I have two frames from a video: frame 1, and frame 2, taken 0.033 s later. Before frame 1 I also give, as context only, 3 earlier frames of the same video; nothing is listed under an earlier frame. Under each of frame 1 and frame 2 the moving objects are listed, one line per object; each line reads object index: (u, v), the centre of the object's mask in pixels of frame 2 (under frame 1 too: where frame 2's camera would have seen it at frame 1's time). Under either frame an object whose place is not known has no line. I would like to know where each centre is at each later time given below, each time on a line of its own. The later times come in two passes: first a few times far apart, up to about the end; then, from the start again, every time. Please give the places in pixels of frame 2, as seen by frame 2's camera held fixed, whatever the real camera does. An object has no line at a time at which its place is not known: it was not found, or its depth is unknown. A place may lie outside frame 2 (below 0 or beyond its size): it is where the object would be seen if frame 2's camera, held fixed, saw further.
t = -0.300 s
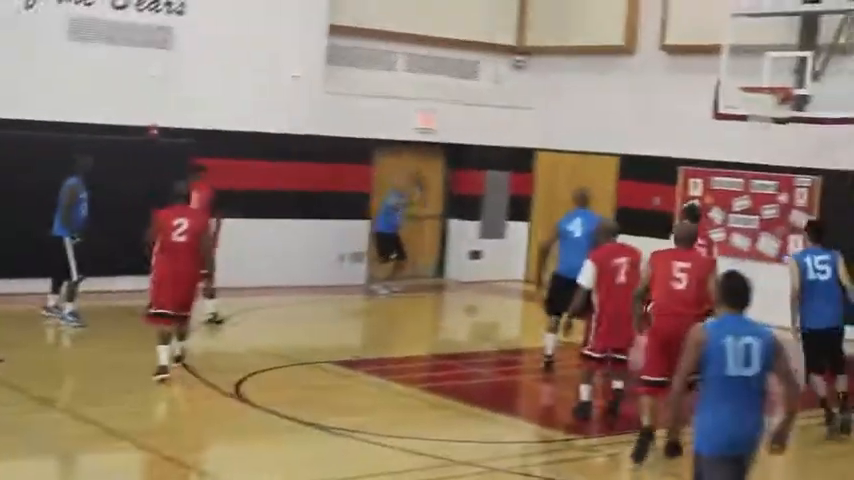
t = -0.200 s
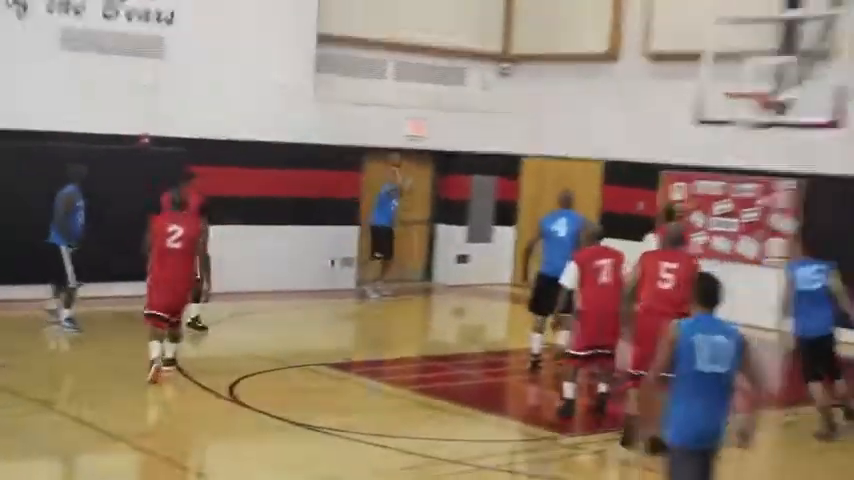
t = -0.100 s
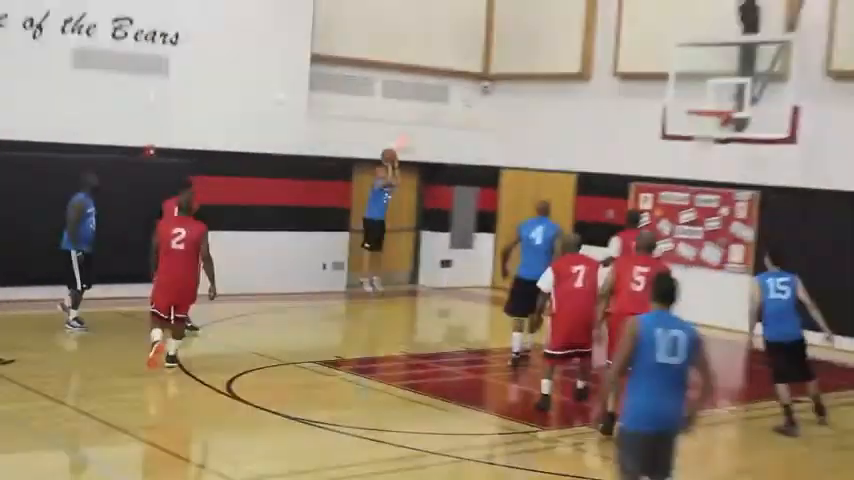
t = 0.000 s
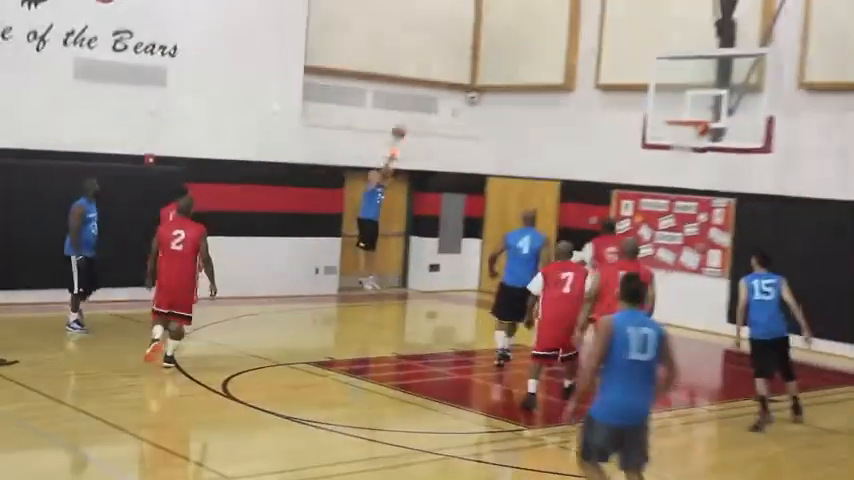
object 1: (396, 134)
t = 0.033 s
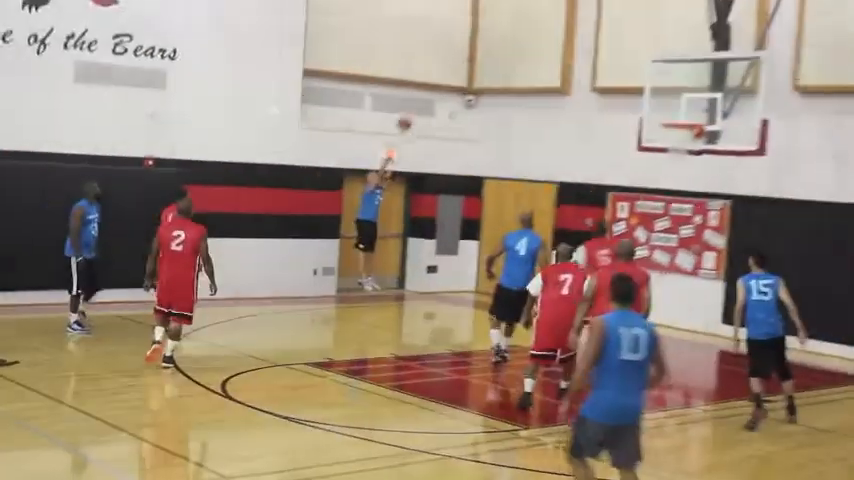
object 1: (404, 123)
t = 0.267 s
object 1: (462, 60)
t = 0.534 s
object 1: (531, 24)
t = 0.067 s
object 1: (412, 114)
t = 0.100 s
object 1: (421, 102)
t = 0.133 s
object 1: (428, 95)
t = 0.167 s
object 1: (437, 80)
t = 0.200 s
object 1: (445, 74)
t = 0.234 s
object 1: (453, 66)
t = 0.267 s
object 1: (462, 60)
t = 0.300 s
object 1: (470, 53)
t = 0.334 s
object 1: (479, 47)
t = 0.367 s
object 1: (486, 42)
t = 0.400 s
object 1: (495, 37)
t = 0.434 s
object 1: (504, 33)
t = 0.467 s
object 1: (512, 28)
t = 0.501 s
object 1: (522, 26)
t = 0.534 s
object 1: (531, 24)
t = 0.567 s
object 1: (540, 23)
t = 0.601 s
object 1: (550, 22)
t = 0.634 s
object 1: (558, 23)
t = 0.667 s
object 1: (569, 23)
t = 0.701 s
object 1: (578, 26)
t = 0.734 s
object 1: (586, 28)
